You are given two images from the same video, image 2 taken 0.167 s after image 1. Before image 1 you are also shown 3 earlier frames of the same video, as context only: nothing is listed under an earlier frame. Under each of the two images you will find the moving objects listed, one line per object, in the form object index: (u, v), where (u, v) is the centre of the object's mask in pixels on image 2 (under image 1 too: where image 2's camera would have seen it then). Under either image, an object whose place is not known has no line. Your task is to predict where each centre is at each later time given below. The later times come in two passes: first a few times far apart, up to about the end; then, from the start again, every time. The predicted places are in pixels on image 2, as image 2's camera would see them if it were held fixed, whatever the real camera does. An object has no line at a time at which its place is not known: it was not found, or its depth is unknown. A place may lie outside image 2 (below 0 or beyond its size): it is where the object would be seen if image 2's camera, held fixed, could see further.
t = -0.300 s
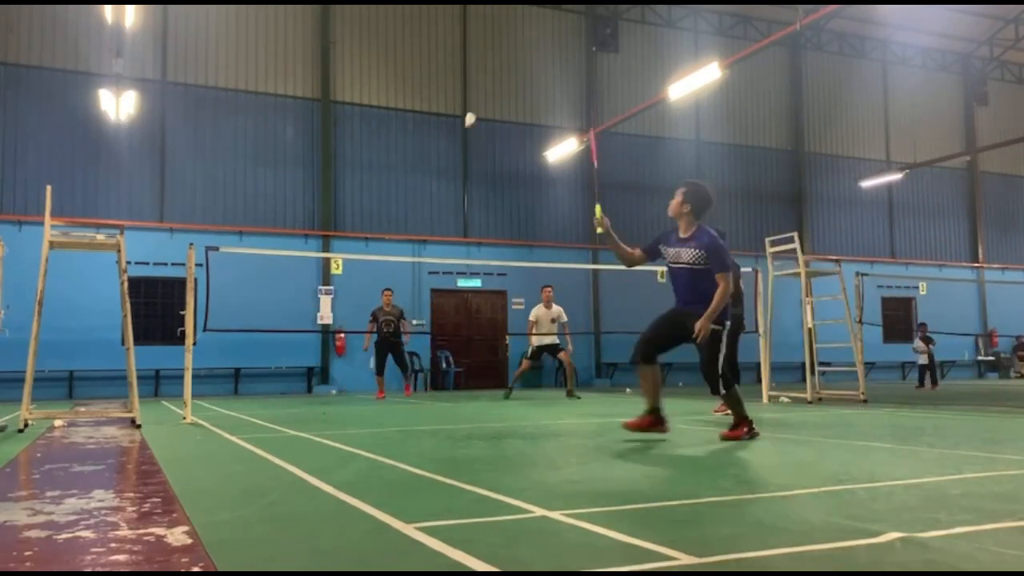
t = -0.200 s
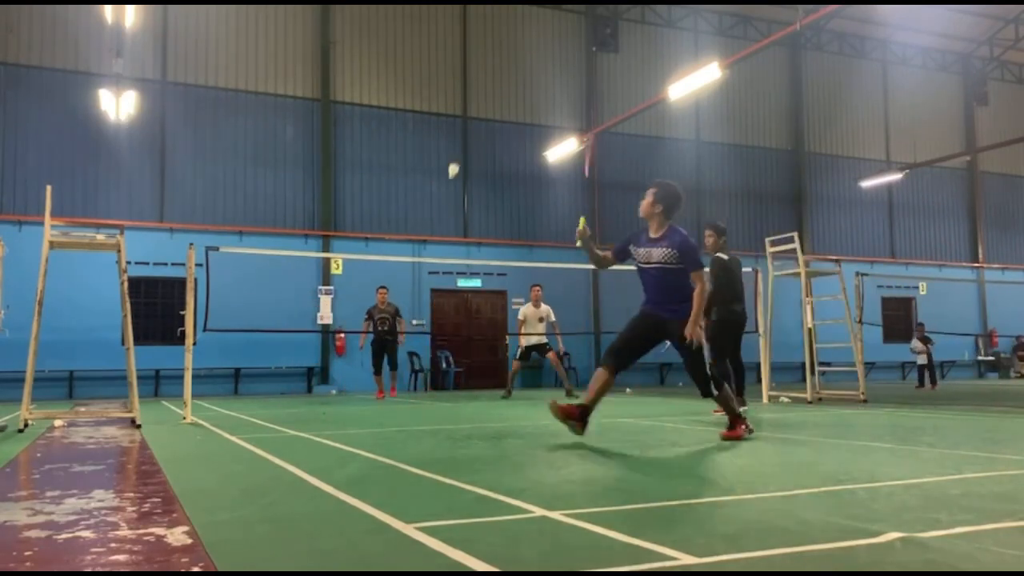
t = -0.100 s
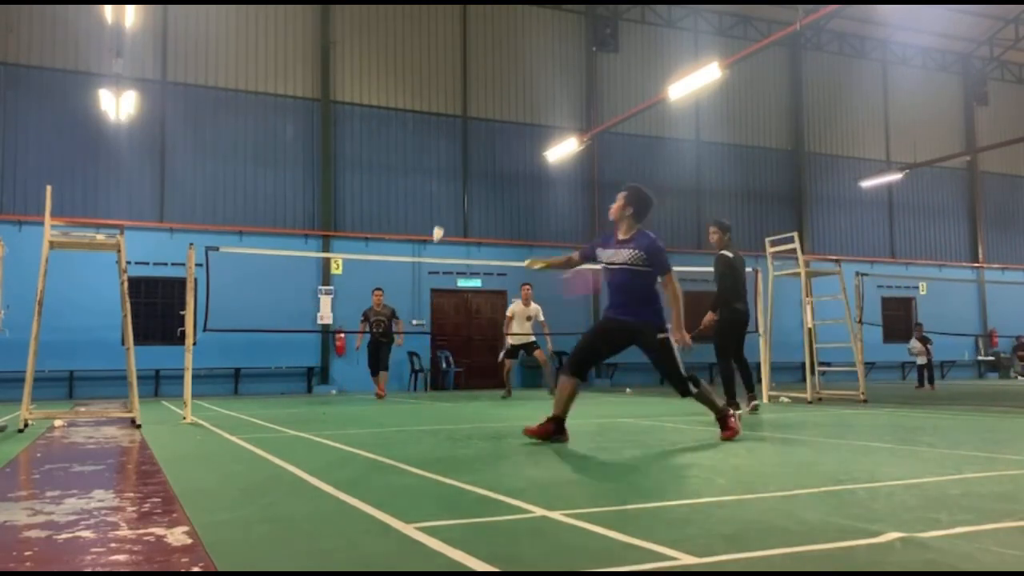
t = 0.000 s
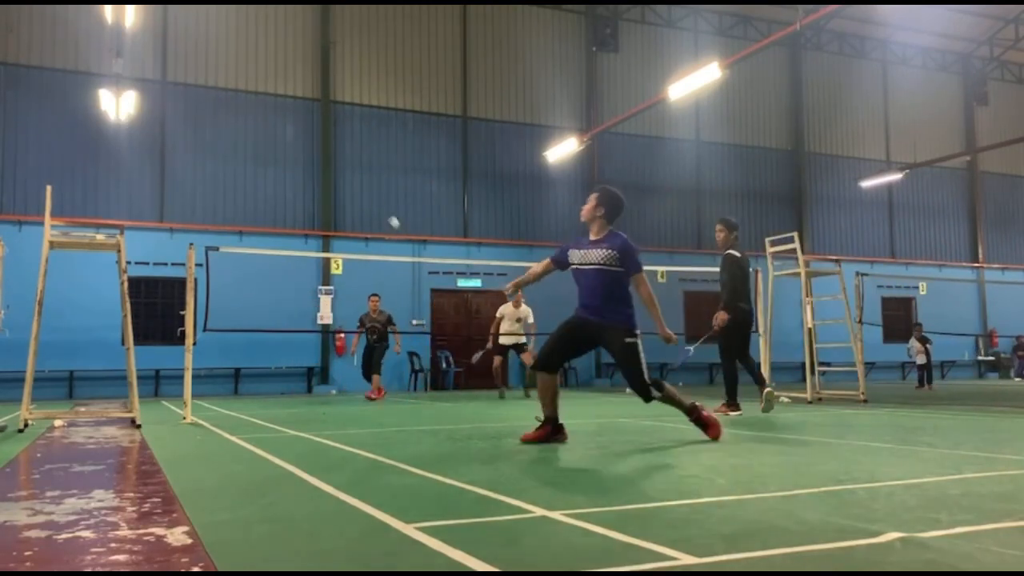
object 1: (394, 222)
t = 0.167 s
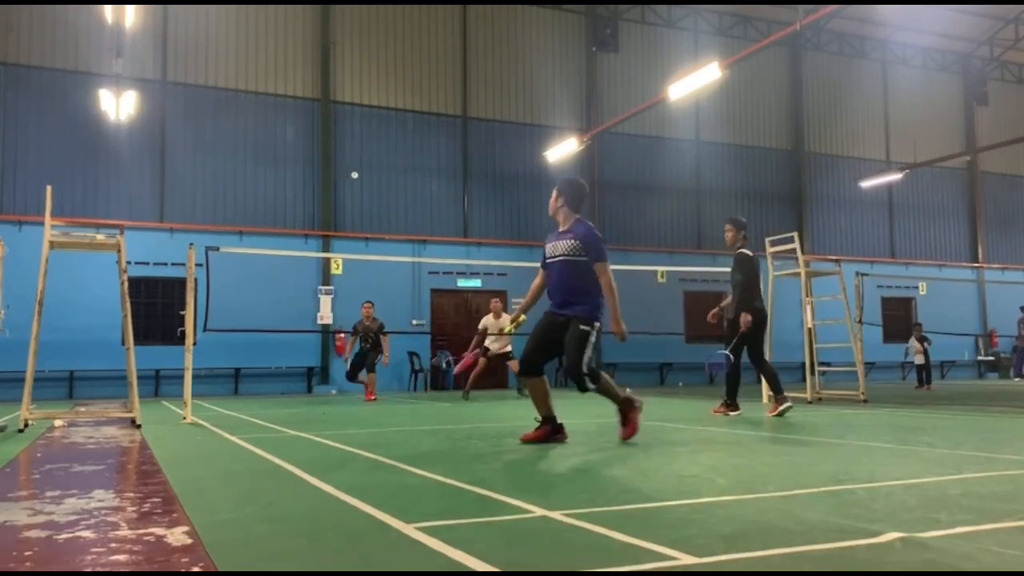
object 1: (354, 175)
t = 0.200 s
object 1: (351, 172)
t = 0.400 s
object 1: (340, 178)
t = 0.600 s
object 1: (335, 202)
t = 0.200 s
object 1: (351, 172)
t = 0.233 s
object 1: (348, 171)
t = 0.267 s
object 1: (346, 171)
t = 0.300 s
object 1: (344, 171)
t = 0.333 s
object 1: (343, 173)
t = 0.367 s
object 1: (341, 175)
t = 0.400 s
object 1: (340, 178)
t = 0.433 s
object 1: (339, 181)
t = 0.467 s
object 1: (338, 184)
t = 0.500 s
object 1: (337, 188)
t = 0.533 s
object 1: (336, 192)
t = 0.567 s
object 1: (336, 197)
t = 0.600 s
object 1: (335, 202)
